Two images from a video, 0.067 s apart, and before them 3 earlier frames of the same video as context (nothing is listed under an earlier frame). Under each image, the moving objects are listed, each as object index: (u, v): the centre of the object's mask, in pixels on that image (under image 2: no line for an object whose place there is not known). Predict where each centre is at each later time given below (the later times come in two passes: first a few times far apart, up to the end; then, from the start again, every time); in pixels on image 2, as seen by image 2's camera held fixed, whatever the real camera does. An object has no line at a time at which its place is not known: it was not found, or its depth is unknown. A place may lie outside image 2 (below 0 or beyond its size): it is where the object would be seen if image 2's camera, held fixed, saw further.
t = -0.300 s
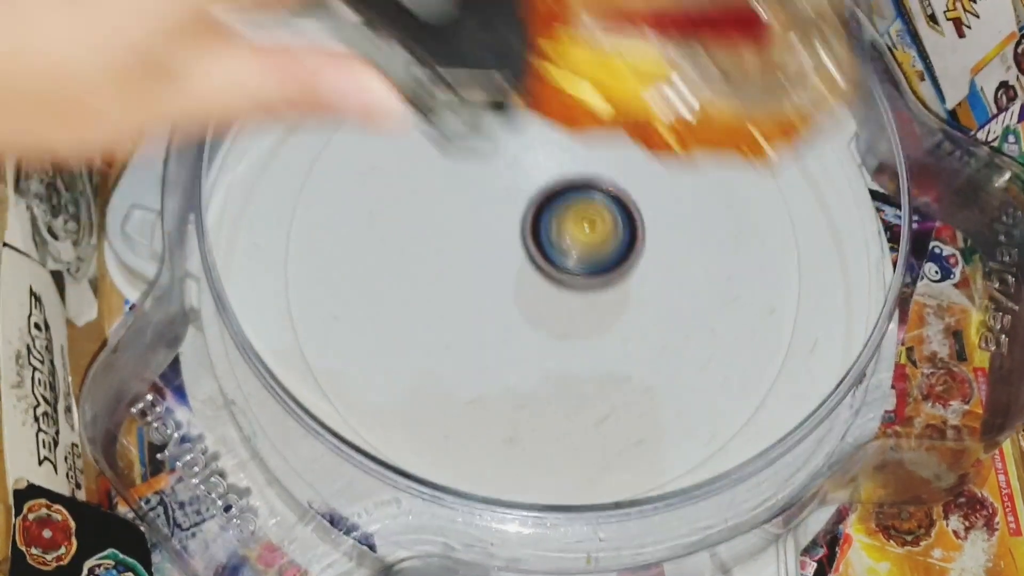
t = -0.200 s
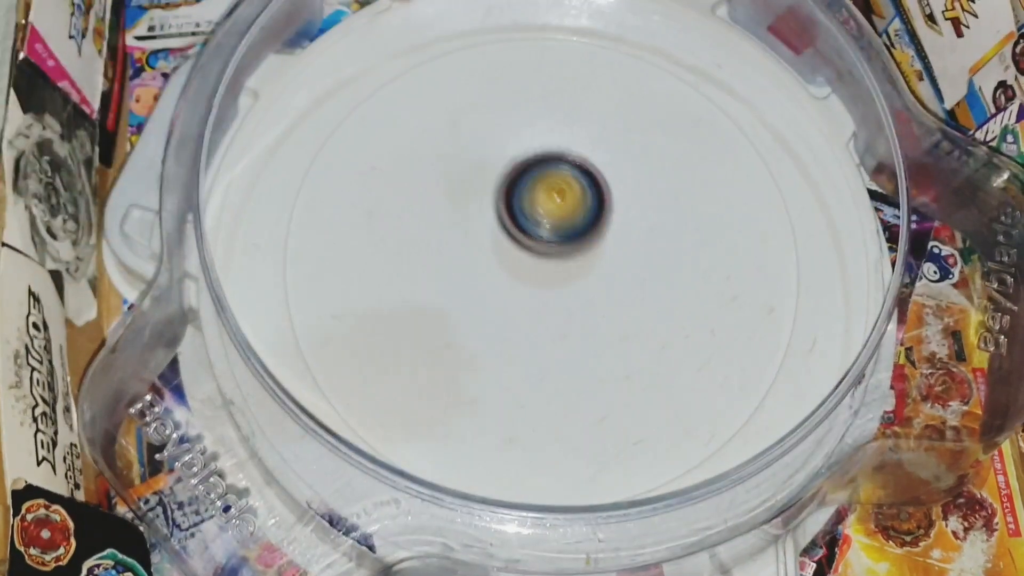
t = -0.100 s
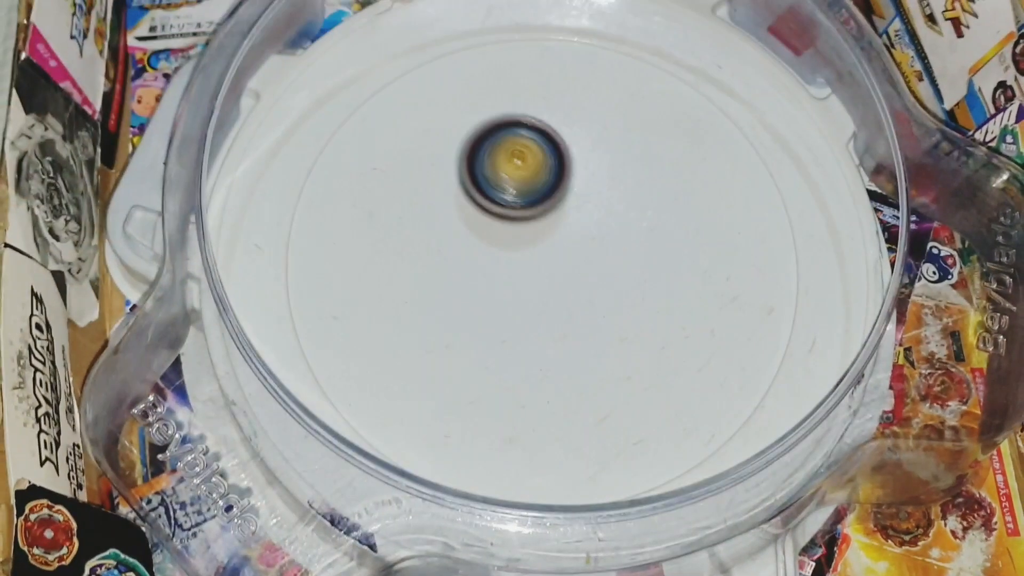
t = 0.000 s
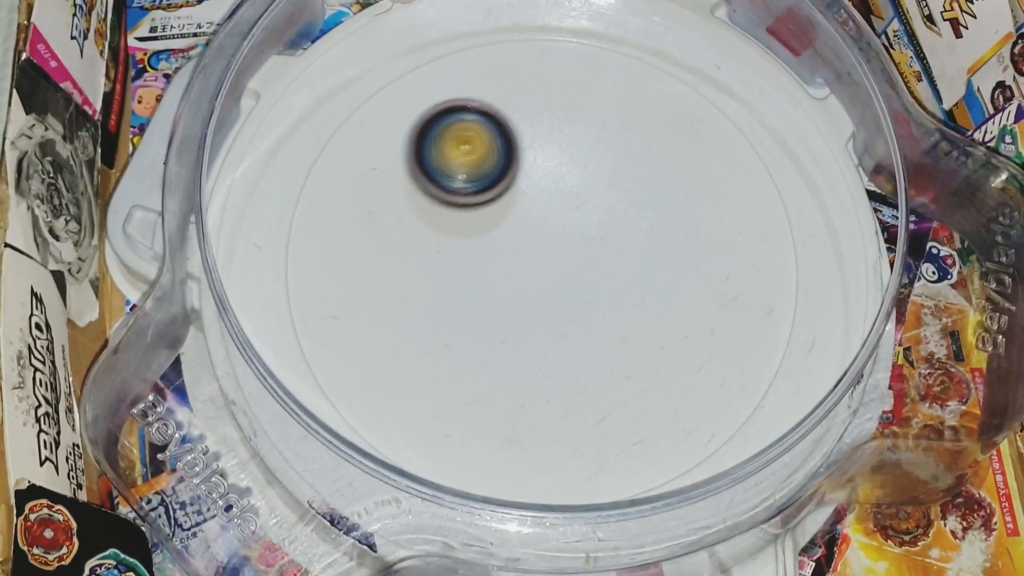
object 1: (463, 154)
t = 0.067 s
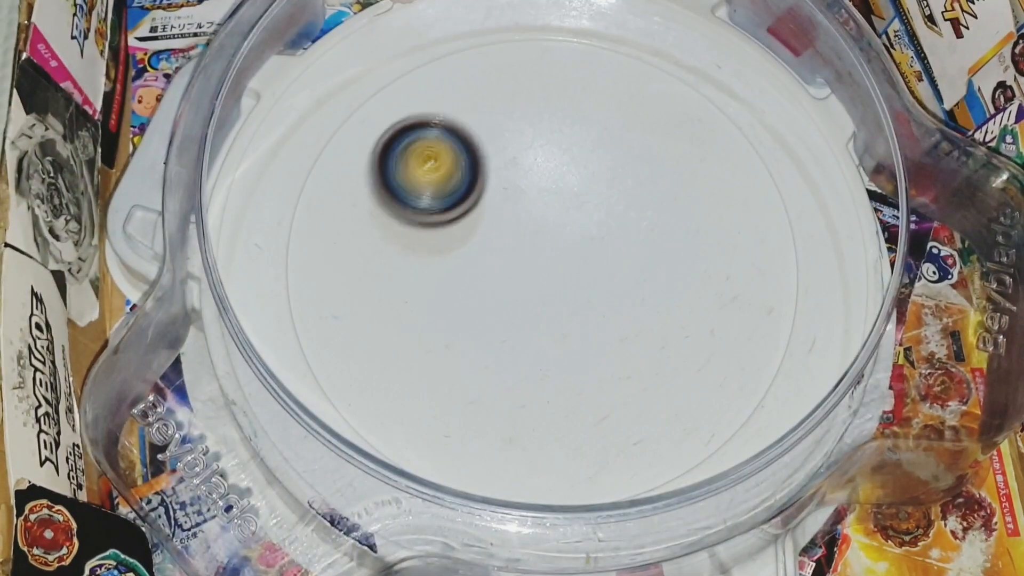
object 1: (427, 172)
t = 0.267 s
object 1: (444, 333)
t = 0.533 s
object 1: (739, 332)
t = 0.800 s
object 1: (679, 76)
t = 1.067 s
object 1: (320, 168)
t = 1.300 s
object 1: (605, 460)
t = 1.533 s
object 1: (764, 158)
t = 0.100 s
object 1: (413, 190)
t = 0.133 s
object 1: (404, 212)
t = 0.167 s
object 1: (401, 241)
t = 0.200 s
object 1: (406, 272)
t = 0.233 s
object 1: (421, 304)
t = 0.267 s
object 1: (444, 333)
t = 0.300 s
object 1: (473, 360)
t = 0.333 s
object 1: (510, 380)
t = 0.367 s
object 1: (549, 393)
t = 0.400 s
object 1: (590, 397)
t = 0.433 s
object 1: (631, 392)
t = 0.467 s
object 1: (672, 379)
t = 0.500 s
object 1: (709, 358)
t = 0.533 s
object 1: (739, 332)
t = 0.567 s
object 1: (759, 301)
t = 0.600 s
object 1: (772, 267)
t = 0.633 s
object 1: (777, 231)
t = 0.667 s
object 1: (774, 194)
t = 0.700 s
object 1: (763, 158)
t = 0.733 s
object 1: (744, 126)
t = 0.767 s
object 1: (714, 100)
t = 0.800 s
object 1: (679, 76)
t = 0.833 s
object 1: (638, 54)
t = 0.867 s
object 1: (594, 41)
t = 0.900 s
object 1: (545, 38)
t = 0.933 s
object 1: (494, 41)
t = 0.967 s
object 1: (442, 51)
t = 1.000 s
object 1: (393, 79)
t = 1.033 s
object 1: (350, 118)
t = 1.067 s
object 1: (320, 168)
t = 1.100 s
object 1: (303, 233)
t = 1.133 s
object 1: (309, 303)
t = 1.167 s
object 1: (343, 367)
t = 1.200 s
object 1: (397, 415)
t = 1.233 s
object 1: (464, 450)
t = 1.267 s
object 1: (535, 464)
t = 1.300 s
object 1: (605, 460)
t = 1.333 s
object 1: (669, 443)
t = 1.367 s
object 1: (724, 408)
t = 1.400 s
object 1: (762, 365)
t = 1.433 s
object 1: (784, 314)
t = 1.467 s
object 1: (791, 260)
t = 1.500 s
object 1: (784, 208)
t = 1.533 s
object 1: (764, 158)
